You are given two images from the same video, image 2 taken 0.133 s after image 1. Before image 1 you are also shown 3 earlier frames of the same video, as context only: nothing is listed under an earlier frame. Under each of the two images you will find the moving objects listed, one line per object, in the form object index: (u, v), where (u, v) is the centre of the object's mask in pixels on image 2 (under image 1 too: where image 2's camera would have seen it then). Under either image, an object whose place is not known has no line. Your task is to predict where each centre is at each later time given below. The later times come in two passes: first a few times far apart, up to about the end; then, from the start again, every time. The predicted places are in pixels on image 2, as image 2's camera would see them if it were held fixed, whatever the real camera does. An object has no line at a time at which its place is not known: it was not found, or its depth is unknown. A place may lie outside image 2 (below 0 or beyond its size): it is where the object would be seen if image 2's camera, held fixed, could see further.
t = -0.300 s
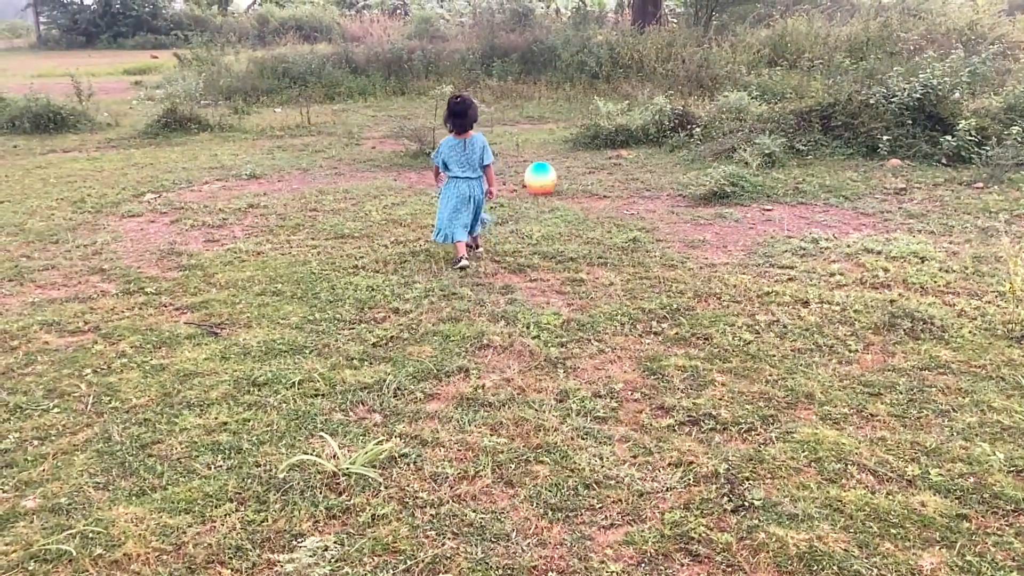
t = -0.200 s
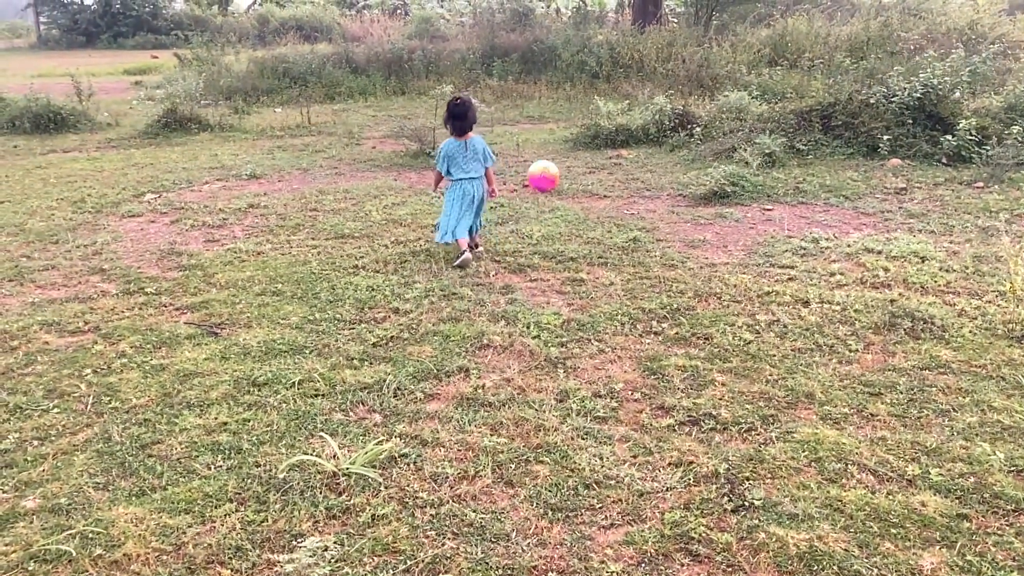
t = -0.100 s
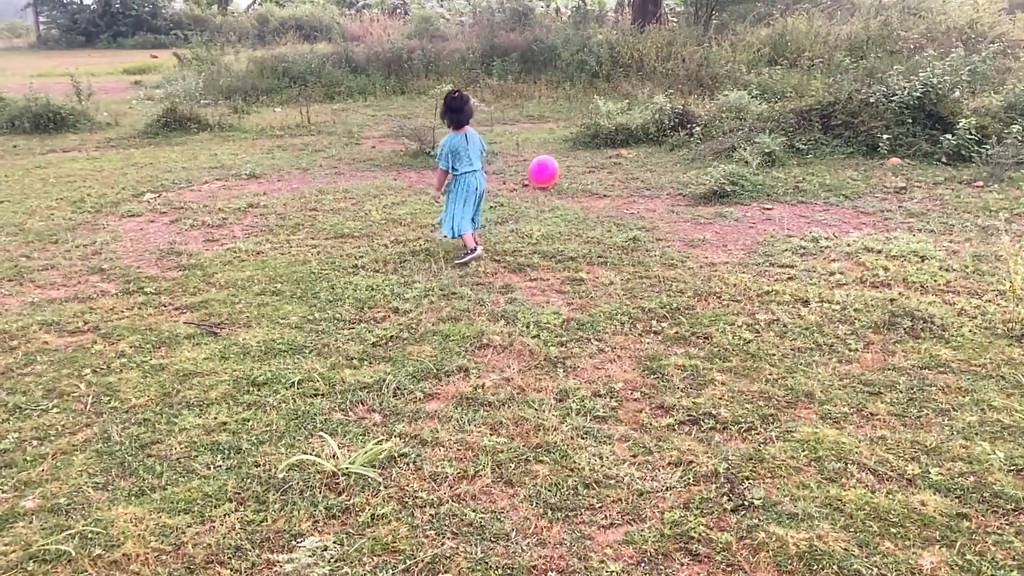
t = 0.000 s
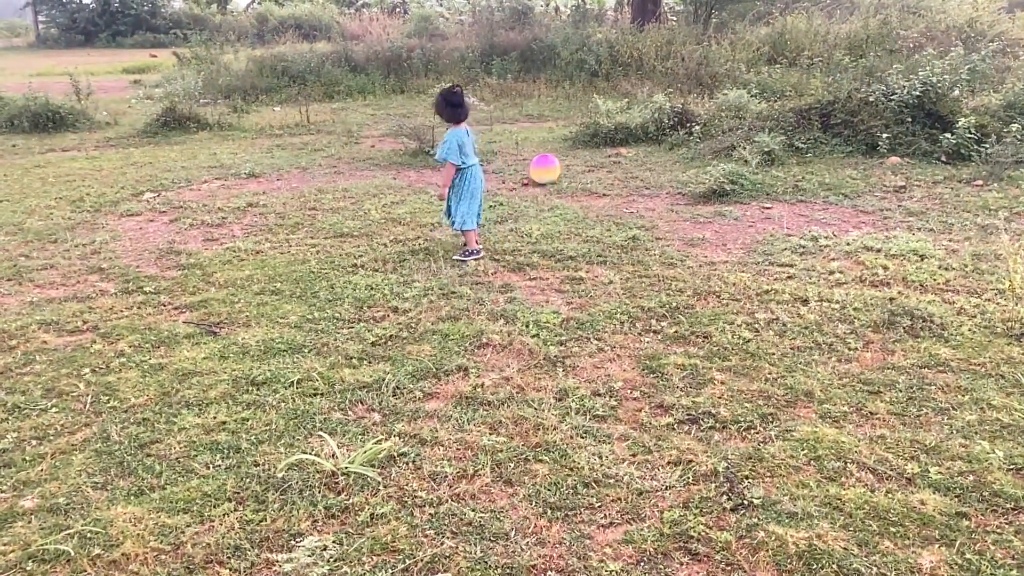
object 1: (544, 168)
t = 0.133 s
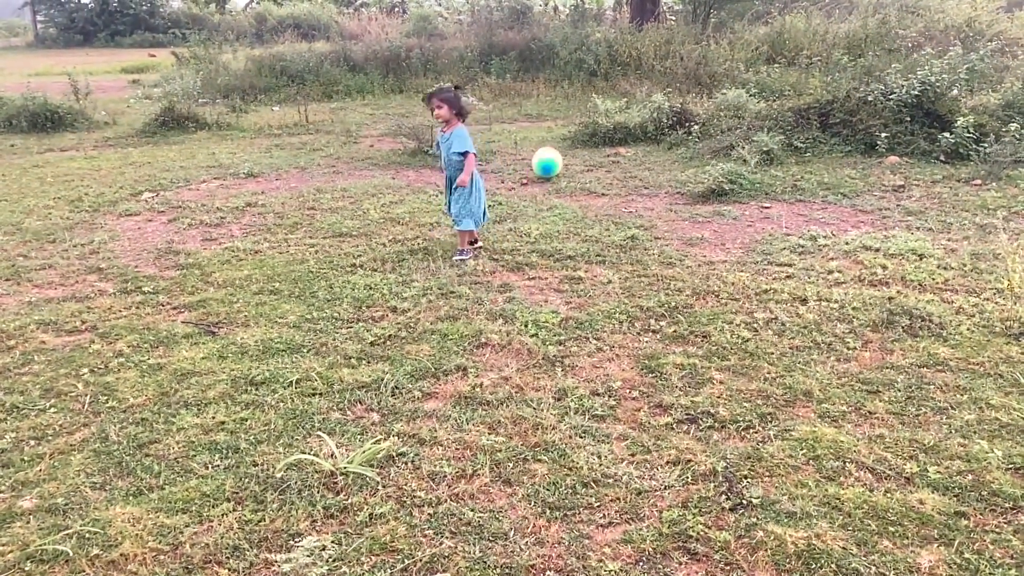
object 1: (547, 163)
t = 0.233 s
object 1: (549, 161)
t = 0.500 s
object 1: (553, 158)
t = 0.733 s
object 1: (558, 153)
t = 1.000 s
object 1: (564, 150)
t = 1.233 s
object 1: (567, 149)
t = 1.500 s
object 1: (572, 149)
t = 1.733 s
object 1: (575, 149)
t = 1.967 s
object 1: (575, 149)
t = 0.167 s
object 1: (548, 162)
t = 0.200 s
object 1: (549, 161)
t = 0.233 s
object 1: (549, 161)
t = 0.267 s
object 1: (550, 160)
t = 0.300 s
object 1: (551, 160)
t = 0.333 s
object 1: (551, 160)
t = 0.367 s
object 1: (551, 160)
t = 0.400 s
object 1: (552, 159)
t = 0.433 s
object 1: (553, 159)
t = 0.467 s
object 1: (553, 158)
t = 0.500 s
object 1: (553, 158)
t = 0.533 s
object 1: (554, 157)
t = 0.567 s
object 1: (555, 157)
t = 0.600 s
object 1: (555, 156)
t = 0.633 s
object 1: (556, 156)
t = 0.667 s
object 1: (556, 155)
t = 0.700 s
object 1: (557, 154)
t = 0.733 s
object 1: (558, 153)
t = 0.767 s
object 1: (559, 153)
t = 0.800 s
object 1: (559, 153)
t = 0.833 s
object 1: (561, 152)
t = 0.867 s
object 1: (561, 151)
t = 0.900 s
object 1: (562, 151)
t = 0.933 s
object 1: (563, 151)
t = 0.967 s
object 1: (563, 150)
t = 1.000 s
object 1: (564, 150)
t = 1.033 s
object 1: (564, 150)
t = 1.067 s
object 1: (565, 150)
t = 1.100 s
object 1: (565, 150)
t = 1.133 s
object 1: (566, 150)
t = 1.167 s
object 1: (566, 150)
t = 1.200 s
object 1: (567, 150)
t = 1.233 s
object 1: (567, 149)
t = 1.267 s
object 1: (568, 149)
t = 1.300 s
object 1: (568, 149)
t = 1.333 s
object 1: (569, 149)
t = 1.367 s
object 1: (569, 149)
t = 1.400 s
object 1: (569, 149)
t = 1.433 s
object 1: (570, 149)
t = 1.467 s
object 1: (571, 149)
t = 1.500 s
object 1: (572, 149)
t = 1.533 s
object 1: (572, 149)
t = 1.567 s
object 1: (573, 149)
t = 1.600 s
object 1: (574, 149)
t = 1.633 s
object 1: (574, 149)
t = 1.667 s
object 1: (575, 149)
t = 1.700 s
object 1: (575, 149)
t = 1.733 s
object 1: (575, 149)
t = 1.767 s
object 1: (575, 149)
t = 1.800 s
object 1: (575, 149)
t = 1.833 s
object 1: (575, 149)
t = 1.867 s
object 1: (575, 149)
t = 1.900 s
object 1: (575, 149)
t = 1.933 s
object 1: (575, 149)
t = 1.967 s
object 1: (575, 149)
